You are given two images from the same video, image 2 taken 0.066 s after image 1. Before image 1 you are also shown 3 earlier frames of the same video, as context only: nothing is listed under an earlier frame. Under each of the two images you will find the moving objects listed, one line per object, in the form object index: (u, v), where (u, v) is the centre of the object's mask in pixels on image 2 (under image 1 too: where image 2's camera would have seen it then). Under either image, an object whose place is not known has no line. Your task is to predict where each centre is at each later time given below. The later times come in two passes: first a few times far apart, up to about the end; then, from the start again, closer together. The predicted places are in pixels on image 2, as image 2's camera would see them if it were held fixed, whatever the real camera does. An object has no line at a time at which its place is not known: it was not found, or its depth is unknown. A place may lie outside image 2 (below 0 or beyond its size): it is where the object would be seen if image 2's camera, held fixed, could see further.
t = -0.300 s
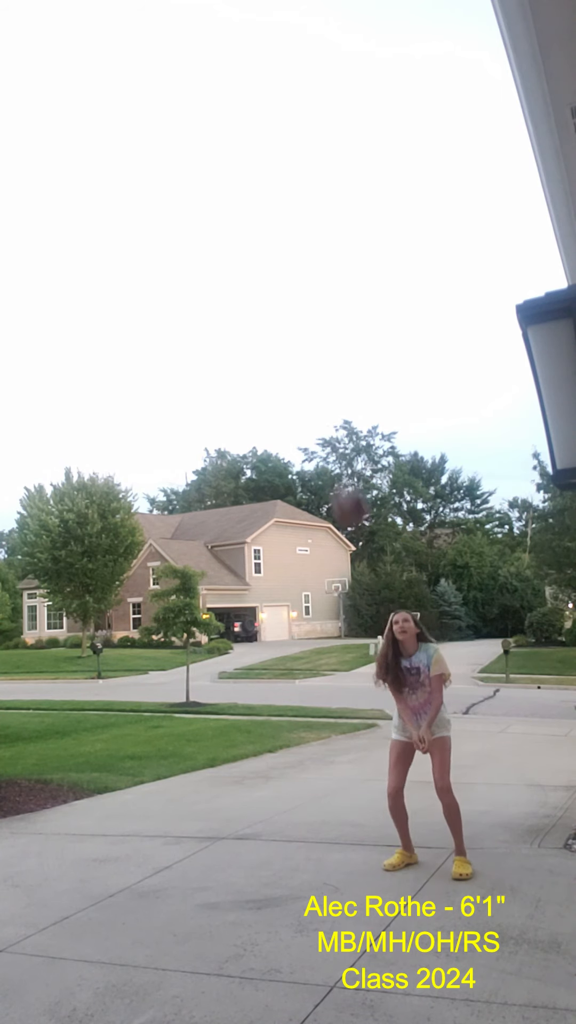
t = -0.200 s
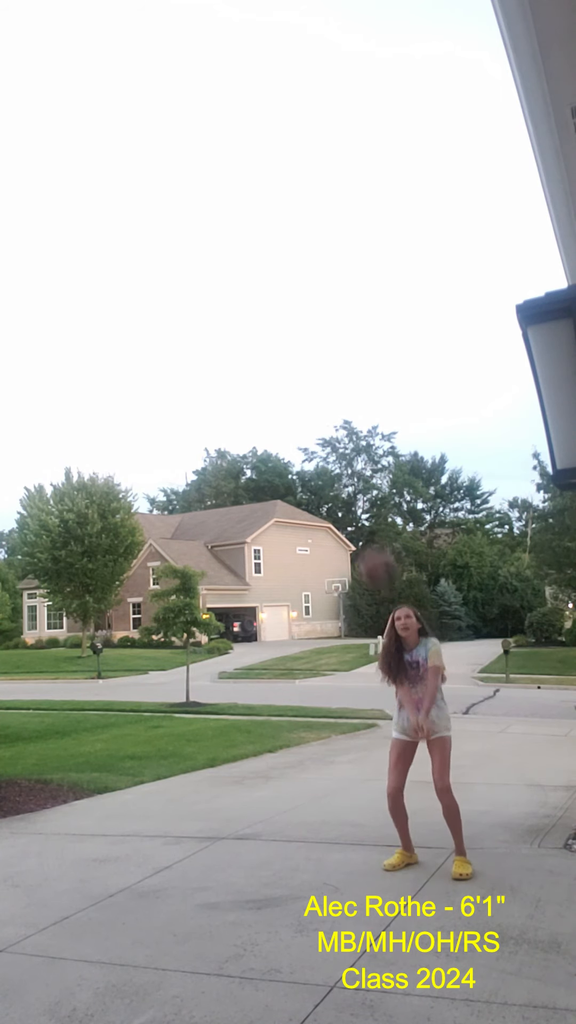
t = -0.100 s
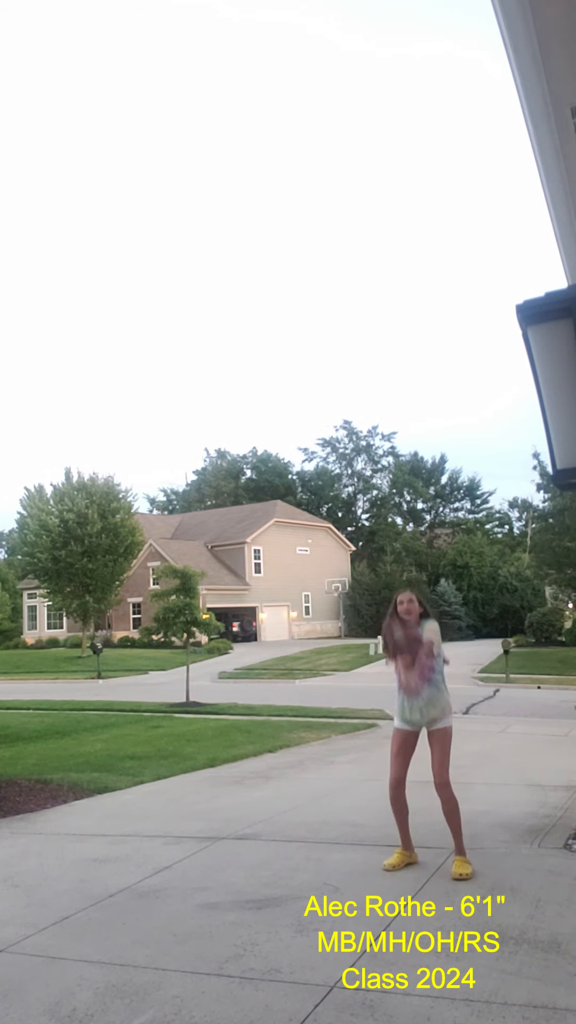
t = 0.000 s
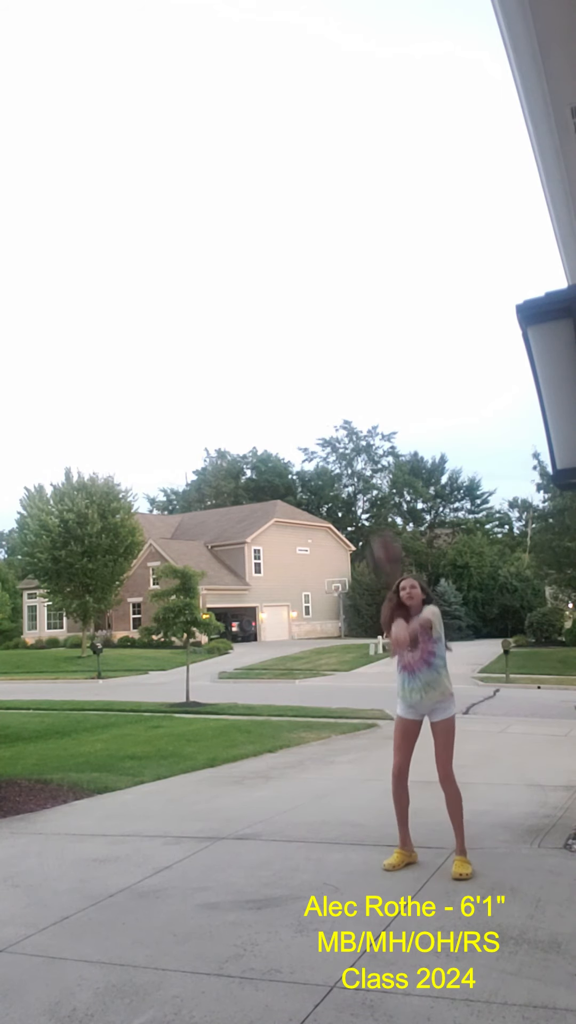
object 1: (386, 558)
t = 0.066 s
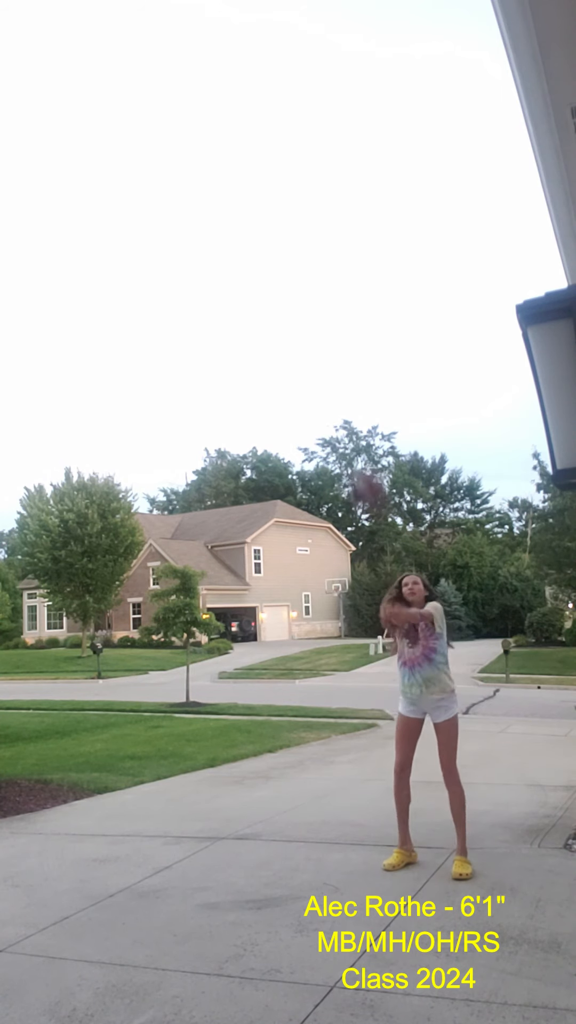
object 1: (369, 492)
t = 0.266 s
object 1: (308, 315)
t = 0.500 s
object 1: (224, 167)
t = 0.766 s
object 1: (95, 103)
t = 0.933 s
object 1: (8, 163)
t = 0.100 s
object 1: (359, 460)
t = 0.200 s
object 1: (329, 369)
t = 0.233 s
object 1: (318, 342)
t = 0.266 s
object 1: (308, 315)
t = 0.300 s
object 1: (297, 290)
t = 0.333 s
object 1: (286, 266)
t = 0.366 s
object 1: (274, 243)
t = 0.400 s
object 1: (262, 222)
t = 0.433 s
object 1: (250, 202)
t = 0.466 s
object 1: (237, 184)
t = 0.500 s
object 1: (224, 167)
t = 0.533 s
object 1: (210, 152)
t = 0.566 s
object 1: (195, 138)
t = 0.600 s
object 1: (180, 126)
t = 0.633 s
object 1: (165, 117)
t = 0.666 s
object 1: (148, 110)
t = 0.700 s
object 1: (131, 105)
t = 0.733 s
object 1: (114, 102)
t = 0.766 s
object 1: (95, 103)
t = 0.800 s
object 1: (75, 106)
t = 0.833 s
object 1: (54, 113)
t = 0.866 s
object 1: (32, 124)
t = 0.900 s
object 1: (19, 141)
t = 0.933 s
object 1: (8, 163)
